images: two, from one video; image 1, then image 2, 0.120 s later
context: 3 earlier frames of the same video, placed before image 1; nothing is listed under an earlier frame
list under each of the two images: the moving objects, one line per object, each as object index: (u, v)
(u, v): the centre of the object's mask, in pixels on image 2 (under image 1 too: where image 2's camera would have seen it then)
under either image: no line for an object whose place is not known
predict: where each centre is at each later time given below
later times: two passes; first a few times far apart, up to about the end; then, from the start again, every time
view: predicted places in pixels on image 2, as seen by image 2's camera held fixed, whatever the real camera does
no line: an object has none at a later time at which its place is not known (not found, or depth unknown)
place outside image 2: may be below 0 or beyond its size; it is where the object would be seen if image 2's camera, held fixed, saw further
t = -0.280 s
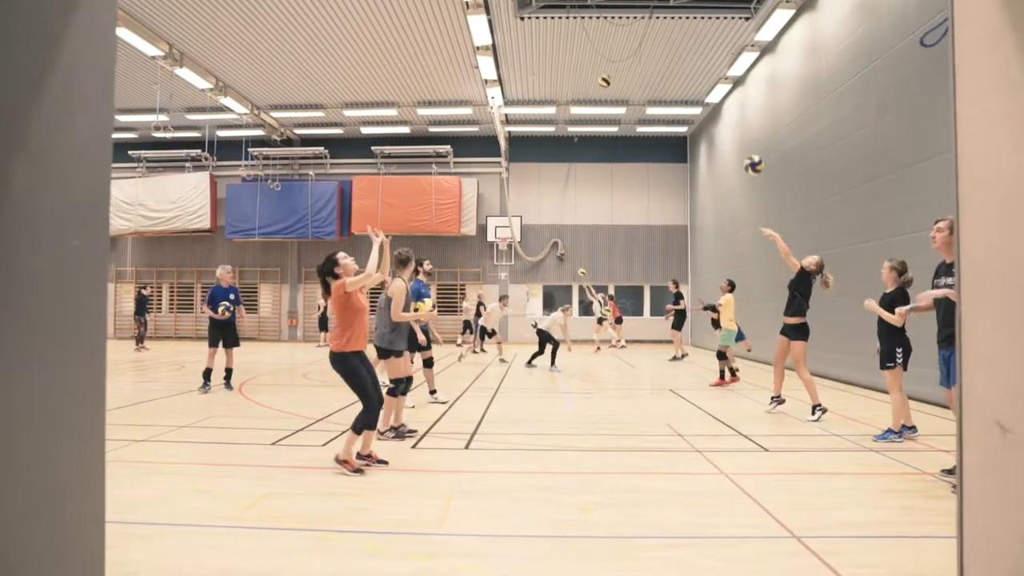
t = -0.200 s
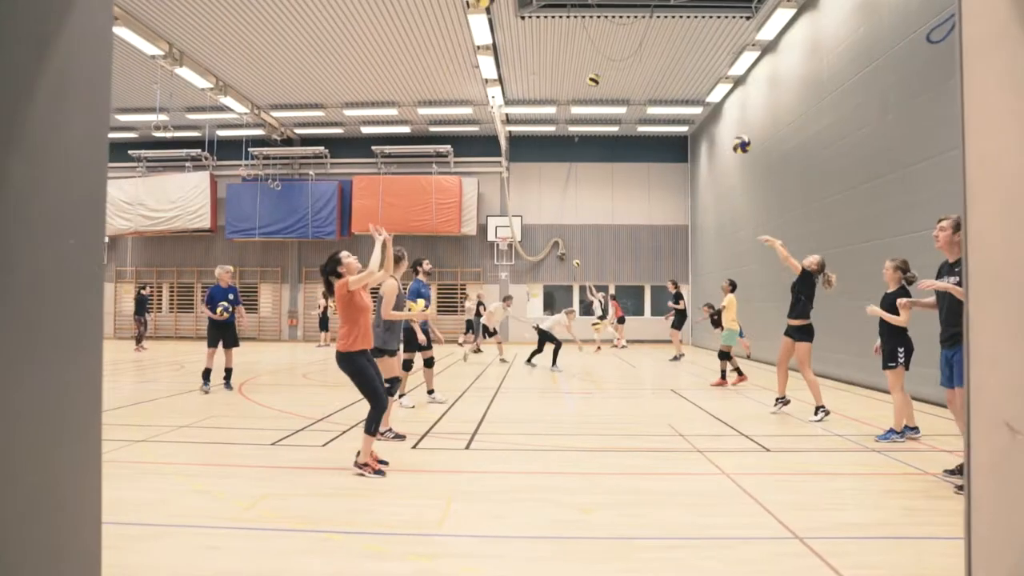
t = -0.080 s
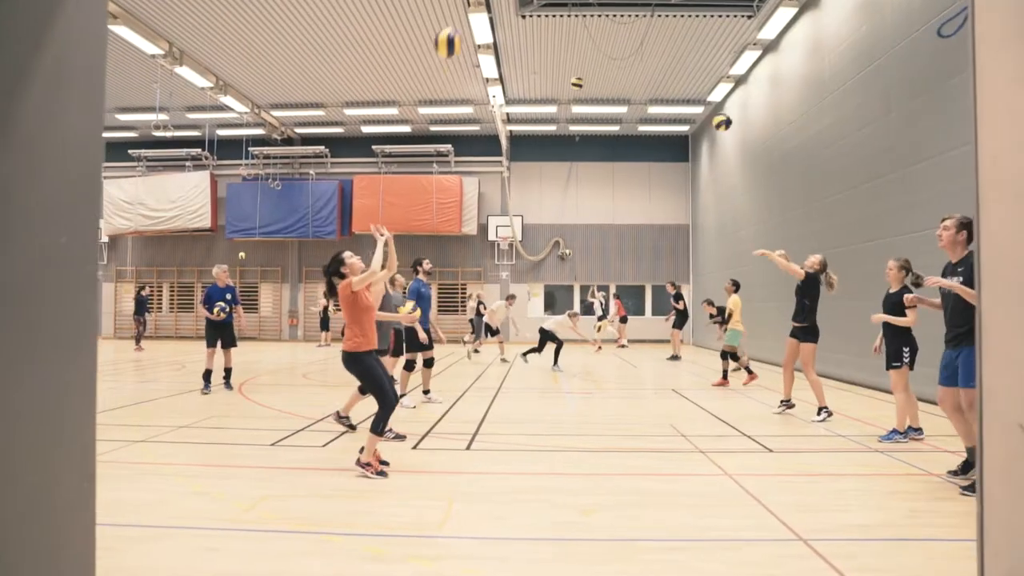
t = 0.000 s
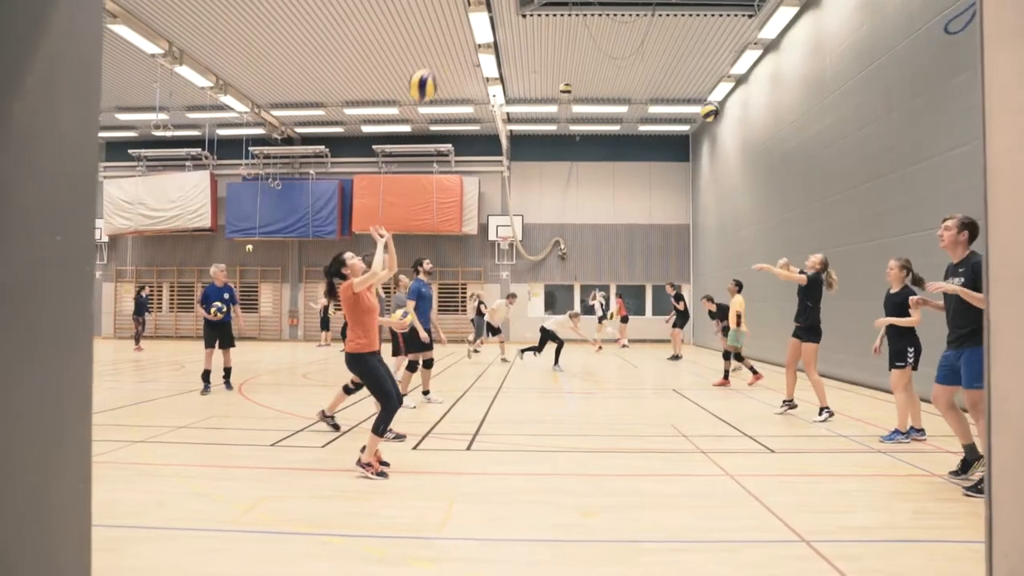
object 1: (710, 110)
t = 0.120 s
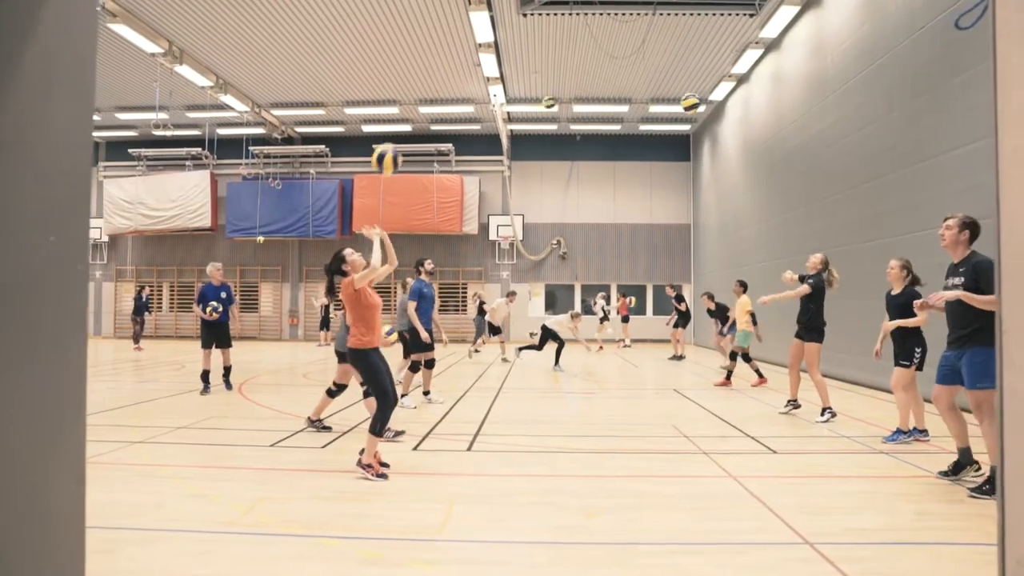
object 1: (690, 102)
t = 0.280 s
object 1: (666, 102)
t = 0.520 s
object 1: (624, 136)
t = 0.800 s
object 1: (577, 222)
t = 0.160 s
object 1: (683, 102)
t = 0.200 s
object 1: (680, 102)
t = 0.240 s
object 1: (673, 103)
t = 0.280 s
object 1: (666, 102)
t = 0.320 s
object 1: (659, 106)
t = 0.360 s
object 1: (652, 111)
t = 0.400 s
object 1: (645, 116)
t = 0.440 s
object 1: (639, 121)
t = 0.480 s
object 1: (632, 128)
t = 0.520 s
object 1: (624, 136)
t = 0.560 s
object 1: (616, 143)
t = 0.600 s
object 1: (610, 155)
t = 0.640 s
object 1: (602, 167)
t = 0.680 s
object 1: (599, 174)
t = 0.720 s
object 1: (591, 188)
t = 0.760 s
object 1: (585, 205)
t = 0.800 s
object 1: (577, 222)
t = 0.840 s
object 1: (569, 239)
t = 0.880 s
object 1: (562, 257)
